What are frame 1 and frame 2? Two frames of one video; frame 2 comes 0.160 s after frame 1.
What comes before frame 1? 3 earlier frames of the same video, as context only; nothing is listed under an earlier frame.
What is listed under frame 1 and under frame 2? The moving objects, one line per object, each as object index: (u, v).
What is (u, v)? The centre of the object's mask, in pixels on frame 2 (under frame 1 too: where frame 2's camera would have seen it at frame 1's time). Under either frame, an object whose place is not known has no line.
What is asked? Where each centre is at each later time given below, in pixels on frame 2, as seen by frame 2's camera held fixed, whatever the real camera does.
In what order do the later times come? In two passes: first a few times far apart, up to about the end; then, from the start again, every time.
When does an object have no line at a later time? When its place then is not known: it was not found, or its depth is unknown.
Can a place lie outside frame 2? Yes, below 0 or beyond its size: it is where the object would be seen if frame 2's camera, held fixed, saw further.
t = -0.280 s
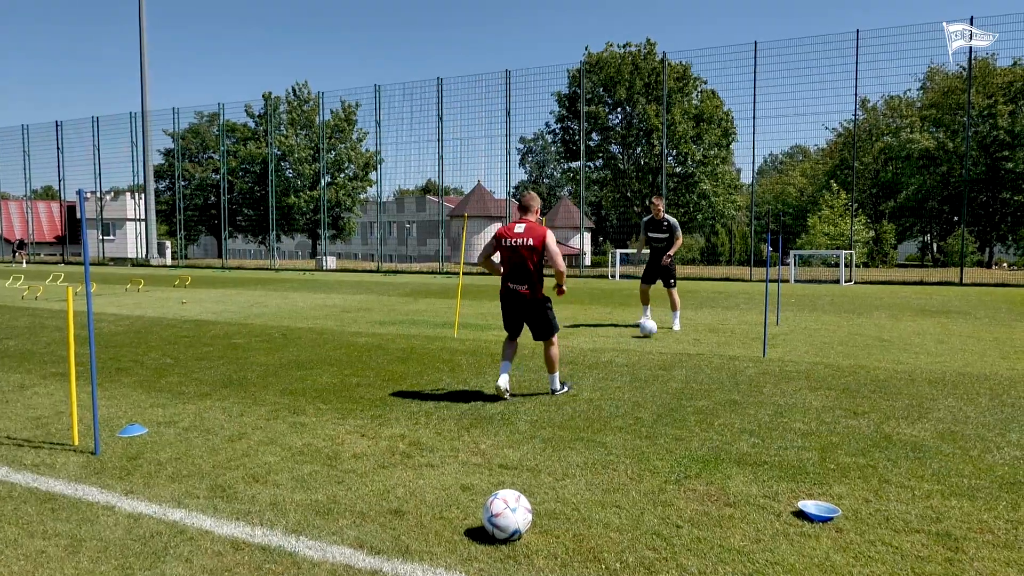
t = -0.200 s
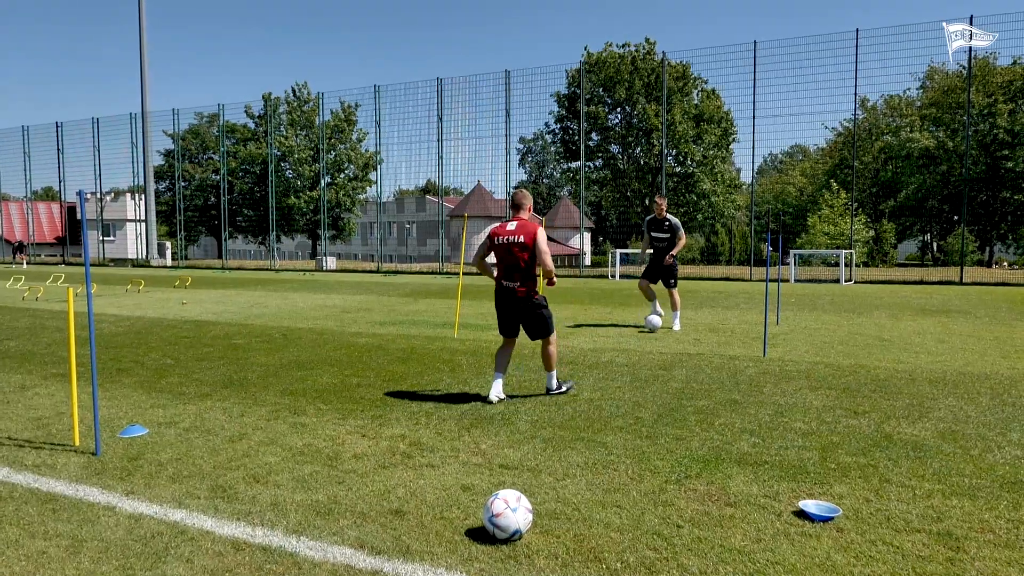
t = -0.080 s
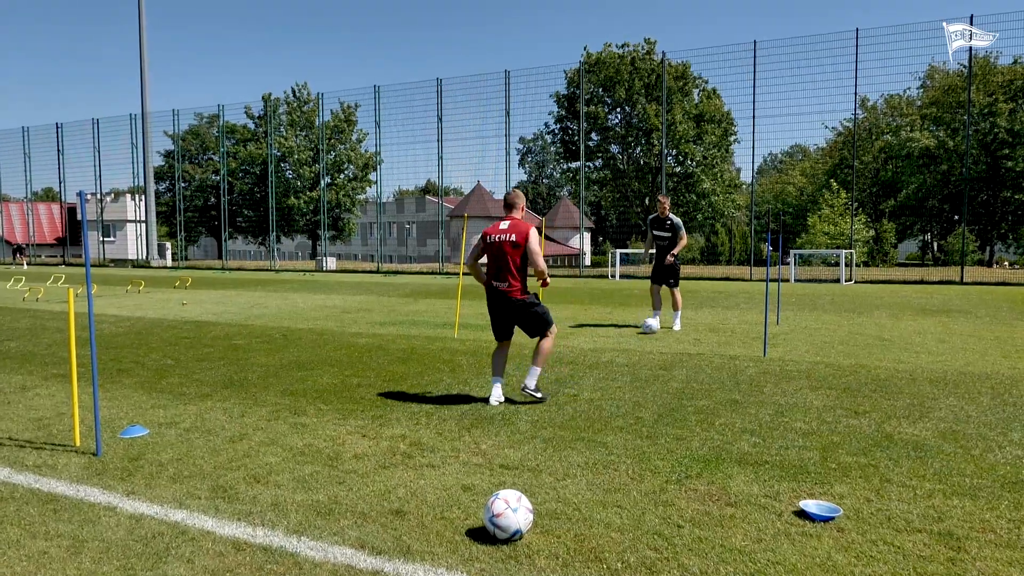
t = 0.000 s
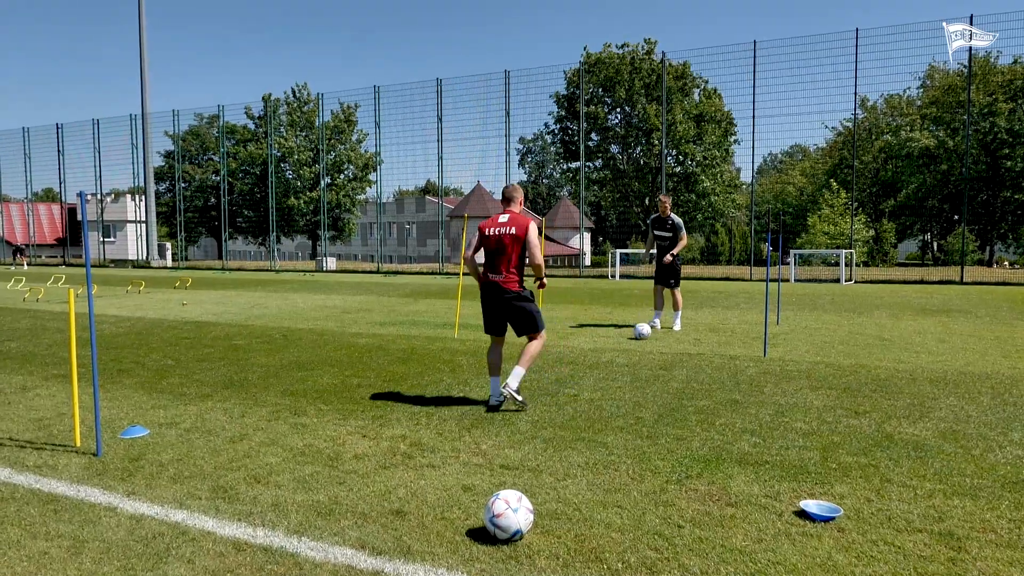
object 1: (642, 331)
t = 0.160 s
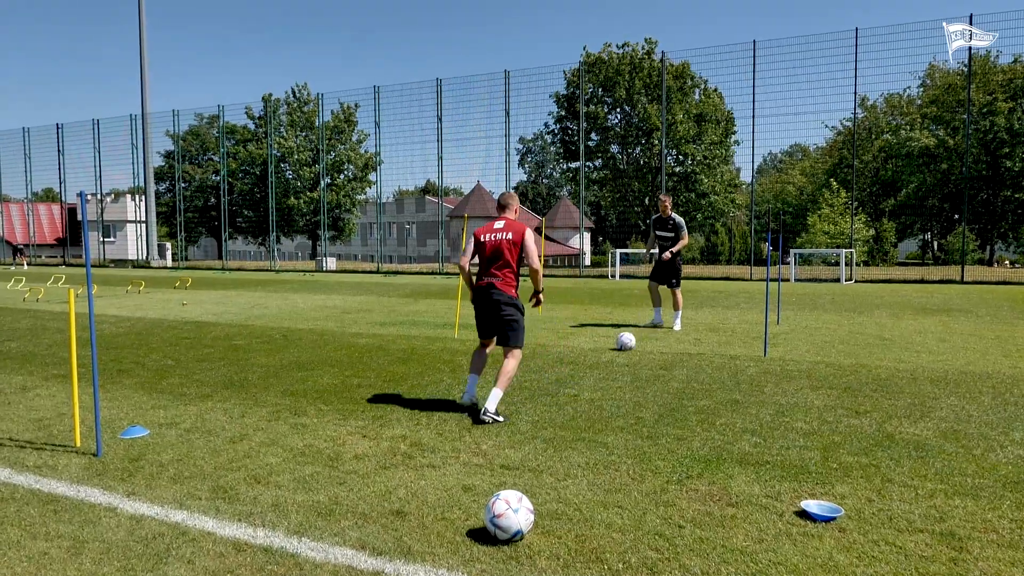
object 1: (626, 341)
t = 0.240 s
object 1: (619, 344)
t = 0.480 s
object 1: (602, 359)
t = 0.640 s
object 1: (592, 368)
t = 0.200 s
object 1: (622, 343)
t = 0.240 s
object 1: (619, 344)
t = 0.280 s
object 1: (615, 347)
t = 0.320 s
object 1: (612, 351)
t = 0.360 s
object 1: (609, 353)
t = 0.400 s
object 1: (607, 354)
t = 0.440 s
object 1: (604, 356)
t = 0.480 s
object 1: (602, 359)
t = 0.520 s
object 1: (599, 361)
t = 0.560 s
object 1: (597, 363)
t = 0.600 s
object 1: (594, 365)
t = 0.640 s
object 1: (592, 368)
